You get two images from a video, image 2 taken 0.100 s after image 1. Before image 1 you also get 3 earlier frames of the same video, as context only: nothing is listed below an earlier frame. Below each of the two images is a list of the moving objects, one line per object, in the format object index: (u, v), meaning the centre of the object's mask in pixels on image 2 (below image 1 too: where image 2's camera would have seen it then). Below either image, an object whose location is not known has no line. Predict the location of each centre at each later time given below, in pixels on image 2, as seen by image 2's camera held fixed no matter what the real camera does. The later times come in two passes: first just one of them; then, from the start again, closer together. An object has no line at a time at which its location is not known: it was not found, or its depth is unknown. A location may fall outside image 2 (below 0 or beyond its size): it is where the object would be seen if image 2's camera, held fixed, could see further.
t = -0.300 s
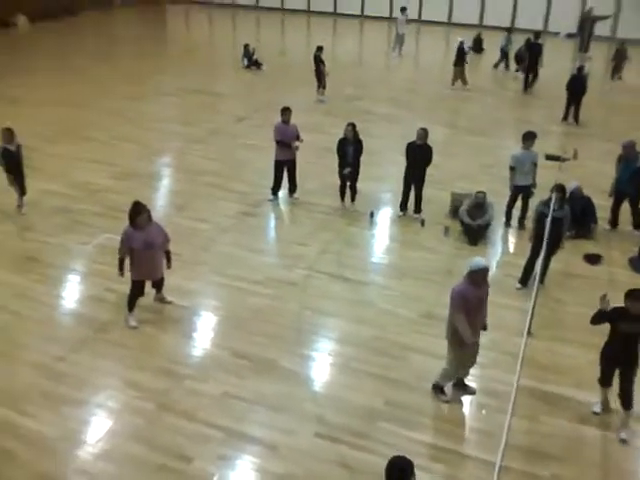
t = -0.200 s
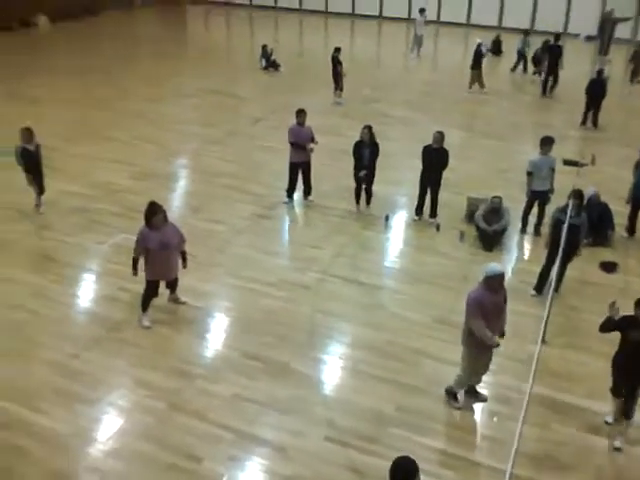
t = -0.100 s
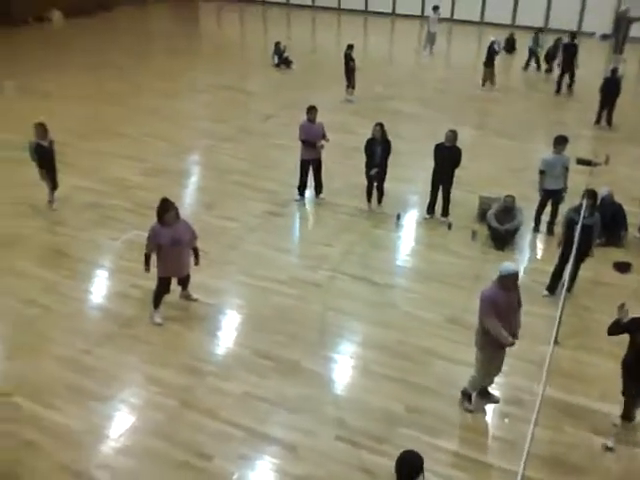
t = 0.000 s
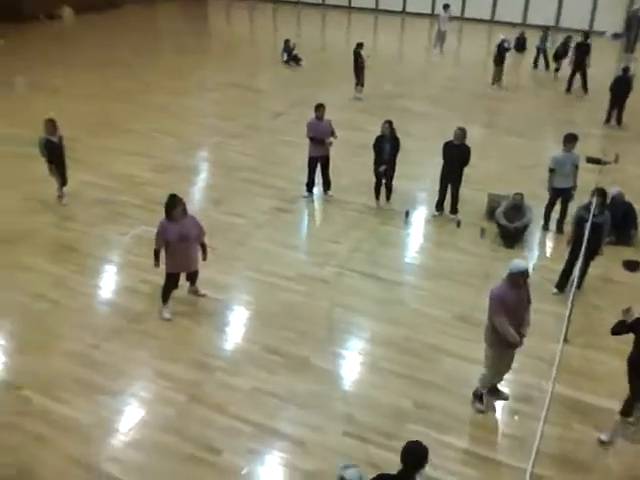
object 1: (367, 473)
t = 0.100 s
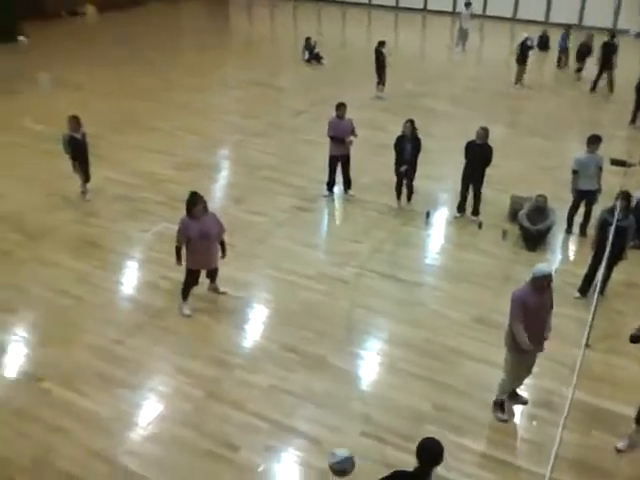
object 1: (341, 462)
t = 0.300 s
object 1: (296, 457)
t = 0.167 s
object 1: (325, 458)
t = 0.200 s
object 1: (316, 458)
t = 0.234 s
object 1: (309, 455)
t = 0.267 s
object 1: (307, 460)
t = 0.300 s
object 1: (296, 457)
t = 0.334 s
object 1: (290, 458)
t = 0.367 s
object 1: (281, 459)
